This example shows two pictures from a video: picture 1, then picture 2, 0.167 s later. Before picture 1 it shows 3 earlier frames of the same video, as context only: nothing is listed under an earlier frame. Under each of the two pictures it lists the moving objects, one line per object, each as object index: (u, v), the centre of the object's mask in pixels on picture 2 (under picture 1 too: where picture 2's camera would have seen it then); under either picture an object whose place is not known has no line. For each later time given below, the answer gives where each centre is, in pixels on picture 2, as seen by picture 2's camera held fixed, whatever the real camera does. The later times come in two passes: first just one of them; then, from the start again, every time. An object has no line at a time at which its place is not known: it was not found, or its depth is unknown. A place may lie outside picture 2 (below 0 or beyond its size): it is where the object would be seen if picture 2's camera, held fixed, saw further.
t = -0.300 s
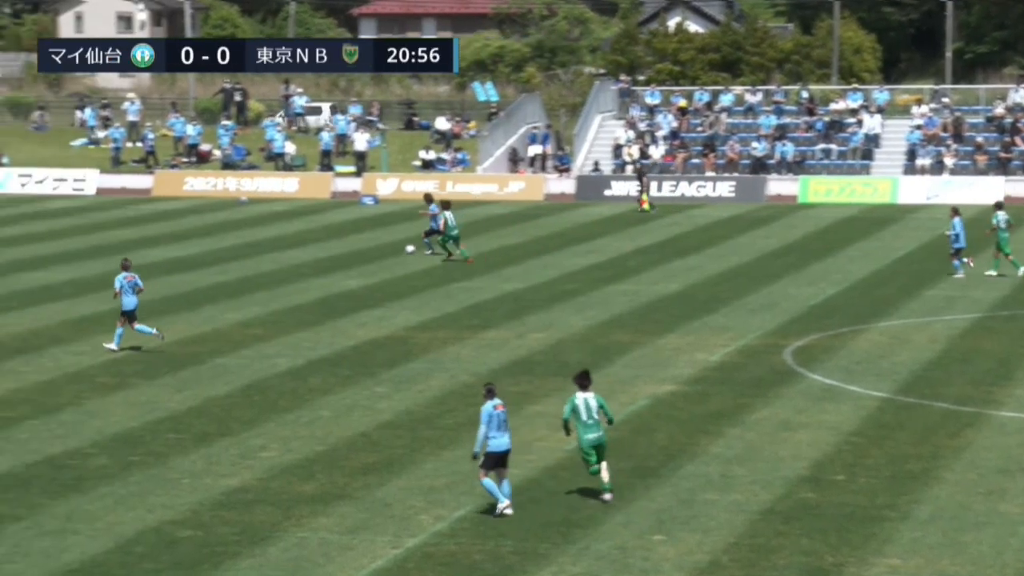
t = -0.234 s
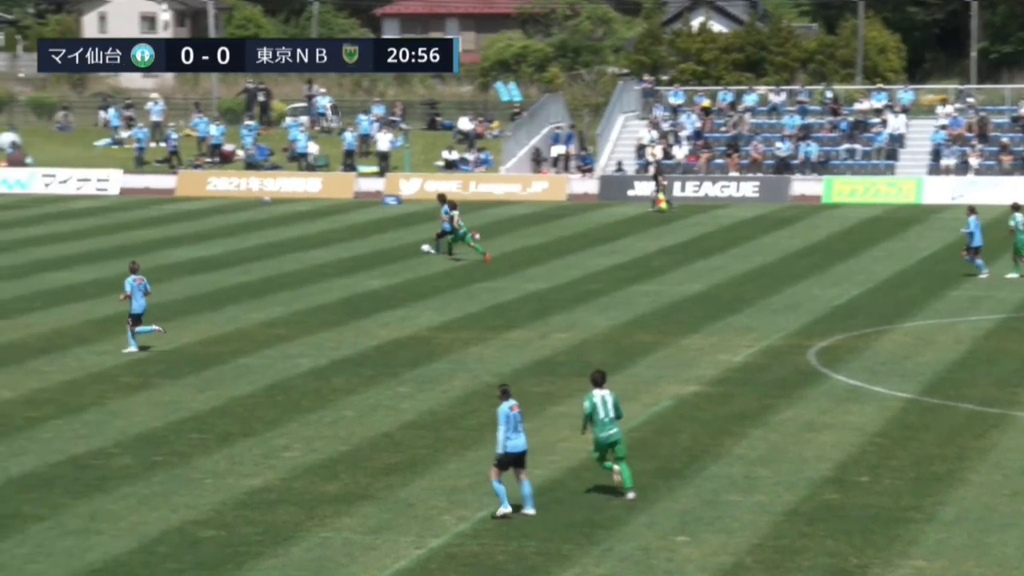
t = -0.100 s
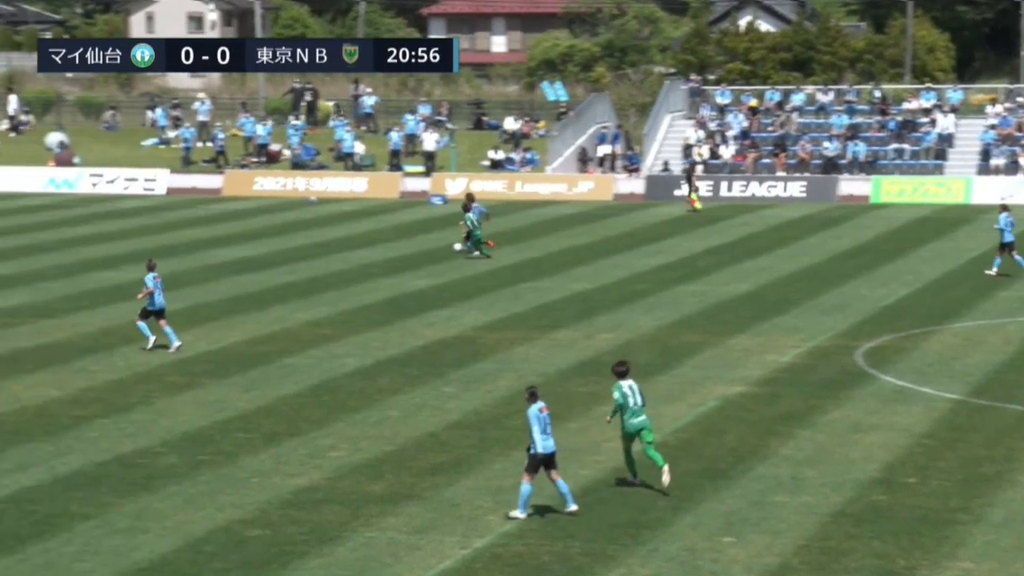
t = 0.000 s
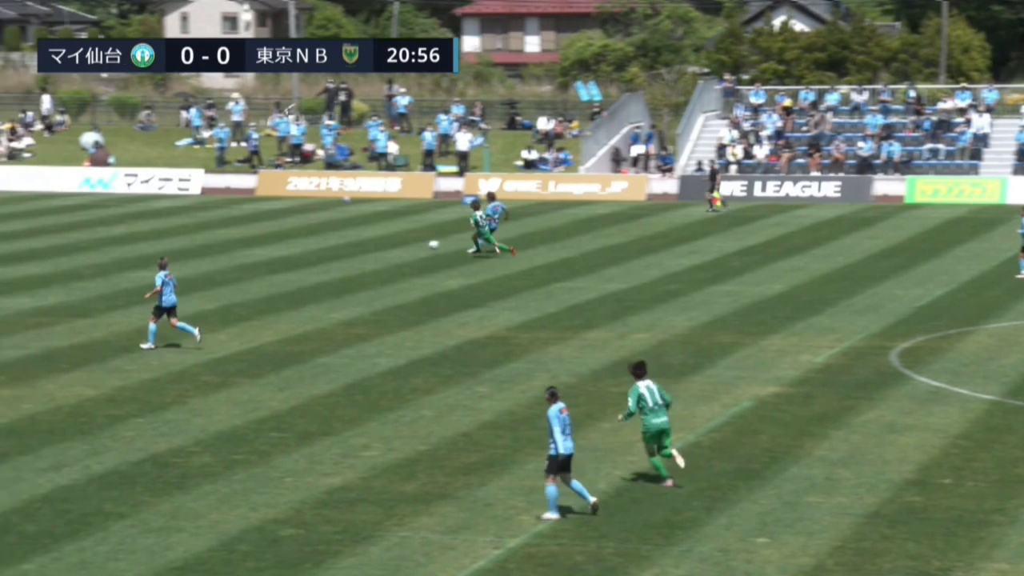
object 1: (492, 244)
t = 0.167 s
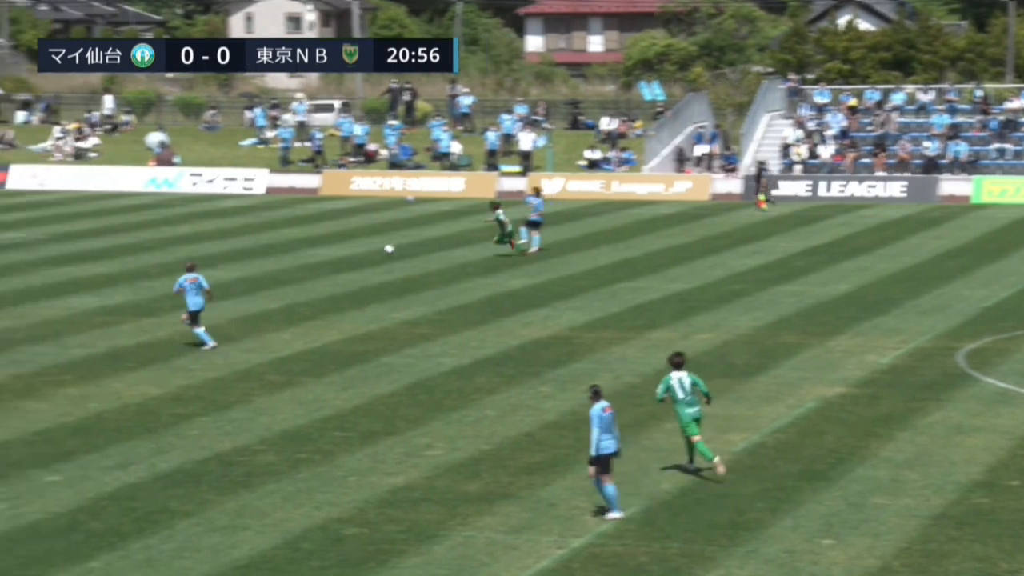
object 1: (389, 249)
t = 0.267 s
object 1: (330, 255)
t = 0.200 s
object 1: (369, 251)
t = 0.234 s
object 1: (349, 254)
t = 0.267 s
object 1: (330, 255)
